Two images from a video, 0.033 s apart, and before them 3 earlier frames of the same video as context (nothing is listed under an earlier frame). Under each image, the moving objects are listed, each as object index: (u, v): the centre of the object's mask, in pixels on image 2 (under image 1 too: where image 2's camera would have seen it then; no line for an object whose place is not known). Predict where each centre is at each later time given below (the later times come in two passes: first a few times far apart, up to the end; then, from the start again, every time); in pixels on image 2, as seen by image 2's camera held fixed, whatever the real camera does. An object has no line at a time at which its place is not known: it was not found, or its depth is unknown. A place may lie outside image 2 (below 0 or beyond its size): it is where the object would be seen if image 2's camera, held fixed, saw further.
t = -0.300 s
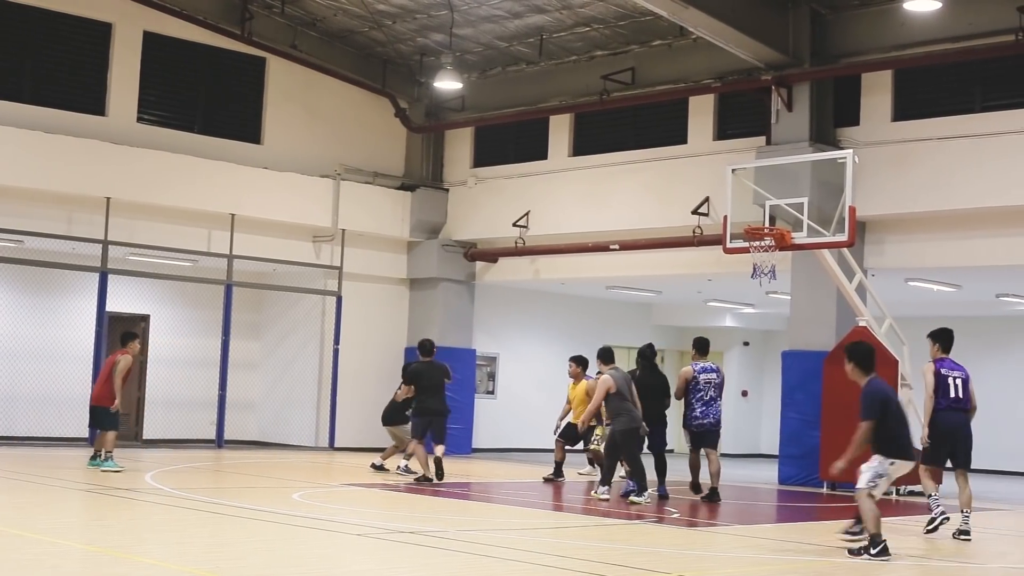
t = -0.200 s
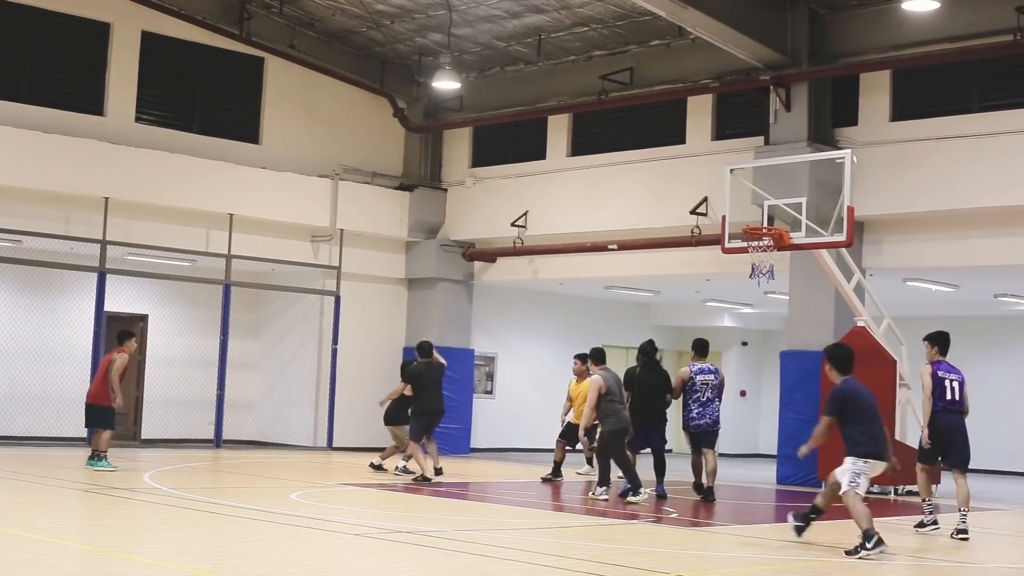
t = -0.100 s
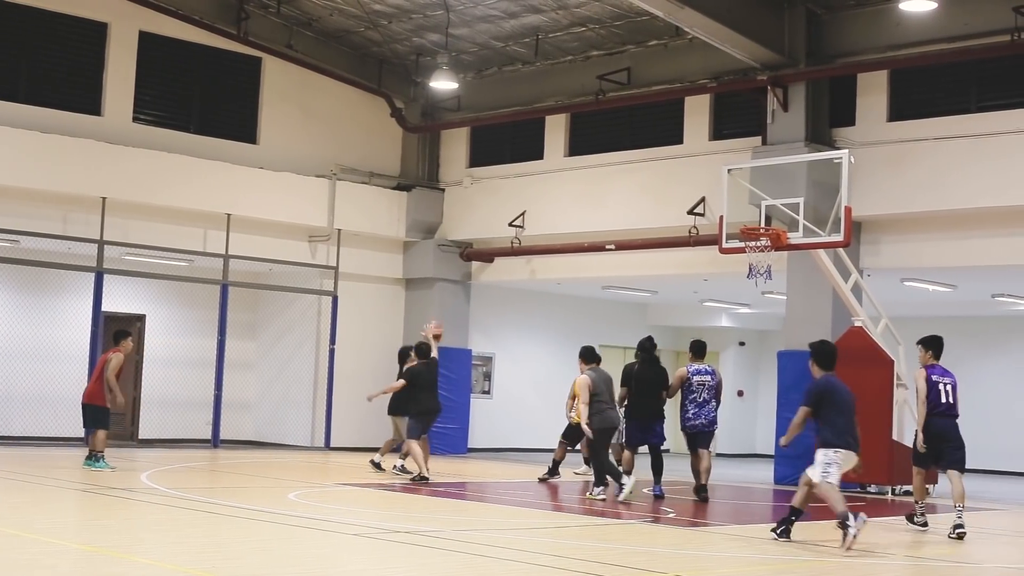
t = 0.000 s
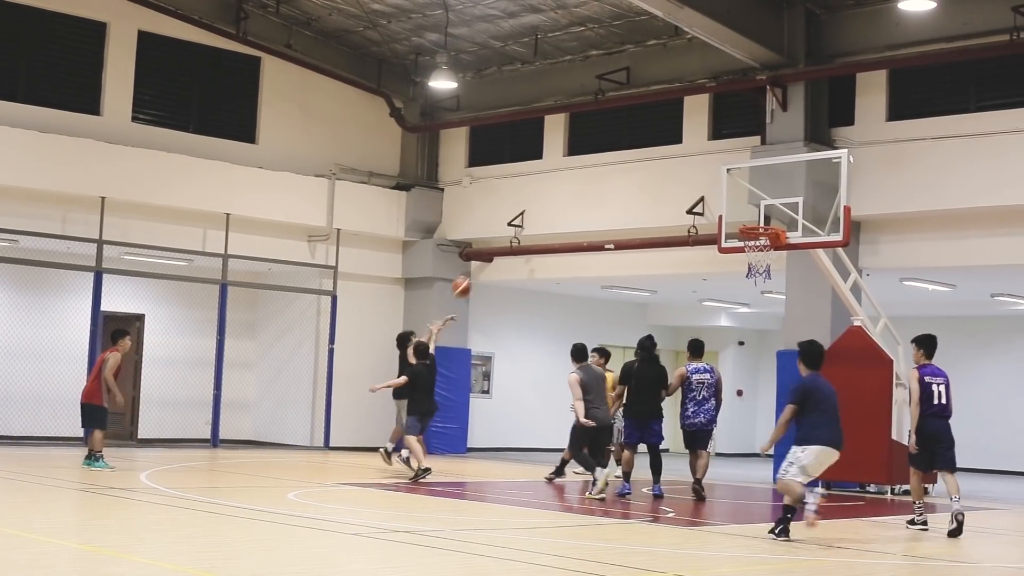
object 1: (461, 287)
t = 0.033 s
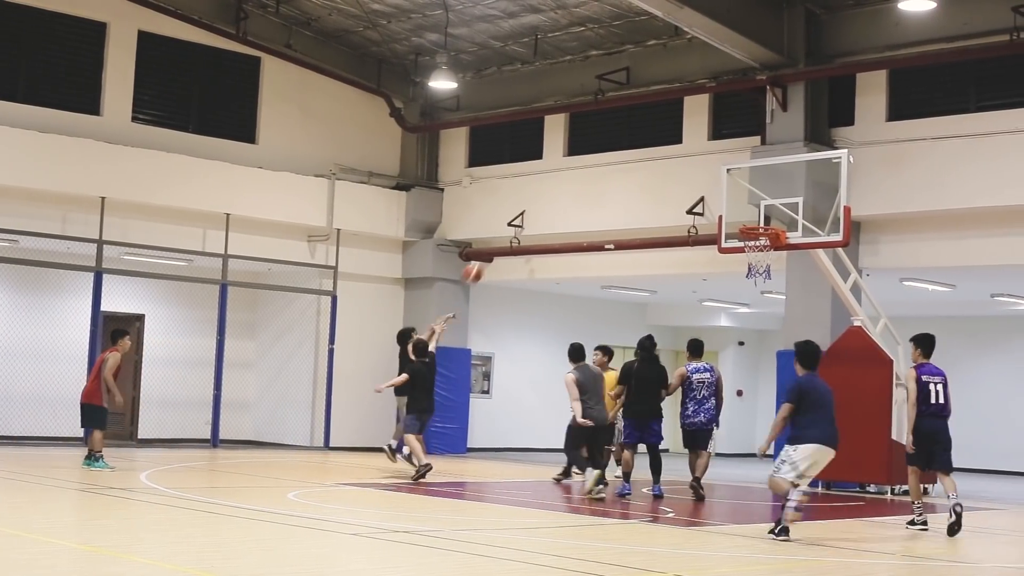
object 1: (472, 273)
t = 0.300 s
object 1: (563, 191)
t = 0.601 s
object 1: (662, 165)
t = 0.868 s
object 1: (733, 198)
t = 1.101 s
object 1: (703, 228)
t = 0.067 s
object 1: (484, 259)
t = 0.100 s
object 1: (494, 247)
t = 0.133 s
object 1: (507, 236)
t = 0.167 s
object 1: (517, 226)
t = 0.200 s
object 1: (529, 216)
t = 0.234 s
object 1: (541, 207)
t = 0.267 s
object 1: (552, 198)
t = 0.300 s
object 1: (563, 191)
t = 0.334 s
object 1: (574, 184)
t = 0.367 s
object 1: (586, 179)
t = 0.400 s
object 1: (597, 174)
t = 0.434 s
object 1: (608, 171)
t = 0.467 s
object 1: (619, 168)
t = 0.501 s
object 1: (630, 166)
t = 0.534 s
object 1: (641, 164)
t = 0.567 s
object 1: (652, 164)
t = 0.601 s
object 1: (662, 165)
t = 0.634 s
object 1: (673, 167)
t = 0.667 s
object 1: (684, 169)
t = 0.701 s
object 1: (694, 172)
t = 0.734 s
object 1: (705, 177)
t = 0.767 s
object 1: (716, 181)
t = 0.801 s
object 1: (726, 188)
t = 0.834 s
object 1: (733, 193)
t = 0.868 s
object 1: (733, 198)
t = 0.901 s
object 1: (733, 203)
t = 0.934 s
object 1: (733, 209)
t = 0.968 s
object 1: (733, 217)
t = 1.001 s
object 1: (732, 224)
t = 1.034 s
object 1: (723, 224)
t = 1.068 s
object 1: (711, 225)
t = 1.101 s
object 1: (703, 228)
